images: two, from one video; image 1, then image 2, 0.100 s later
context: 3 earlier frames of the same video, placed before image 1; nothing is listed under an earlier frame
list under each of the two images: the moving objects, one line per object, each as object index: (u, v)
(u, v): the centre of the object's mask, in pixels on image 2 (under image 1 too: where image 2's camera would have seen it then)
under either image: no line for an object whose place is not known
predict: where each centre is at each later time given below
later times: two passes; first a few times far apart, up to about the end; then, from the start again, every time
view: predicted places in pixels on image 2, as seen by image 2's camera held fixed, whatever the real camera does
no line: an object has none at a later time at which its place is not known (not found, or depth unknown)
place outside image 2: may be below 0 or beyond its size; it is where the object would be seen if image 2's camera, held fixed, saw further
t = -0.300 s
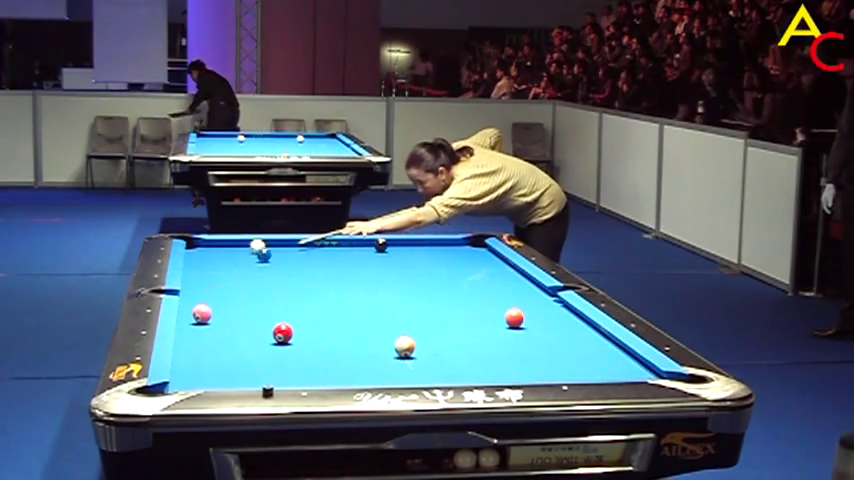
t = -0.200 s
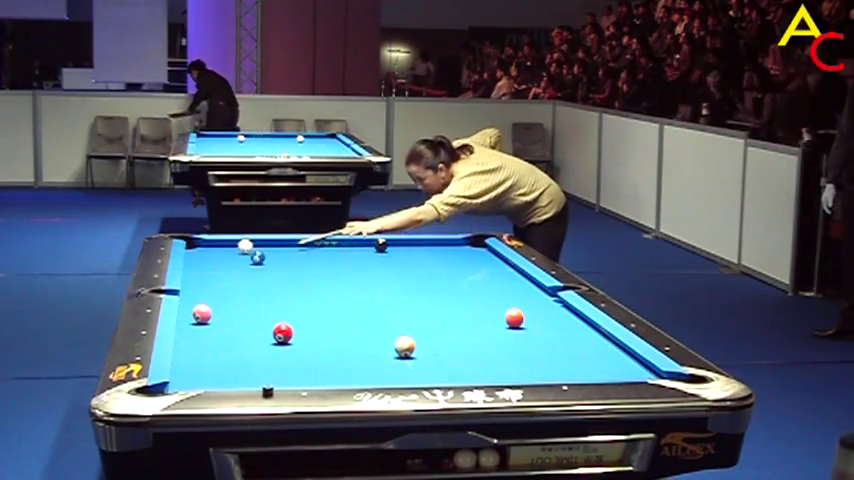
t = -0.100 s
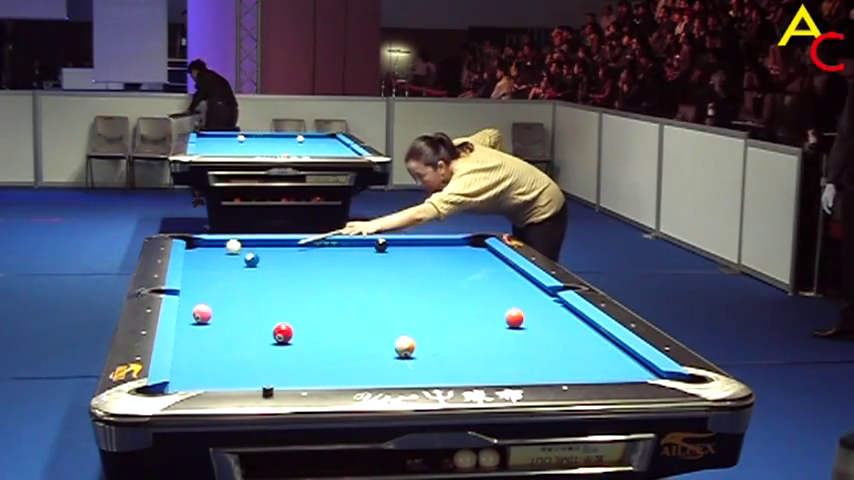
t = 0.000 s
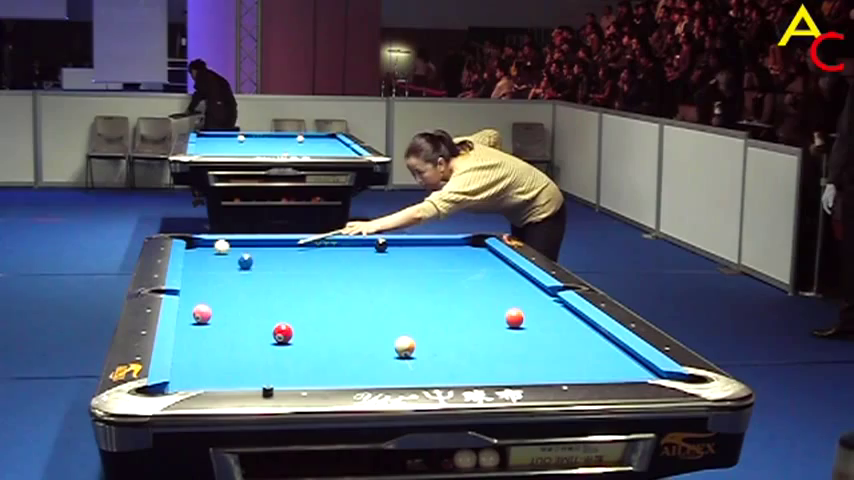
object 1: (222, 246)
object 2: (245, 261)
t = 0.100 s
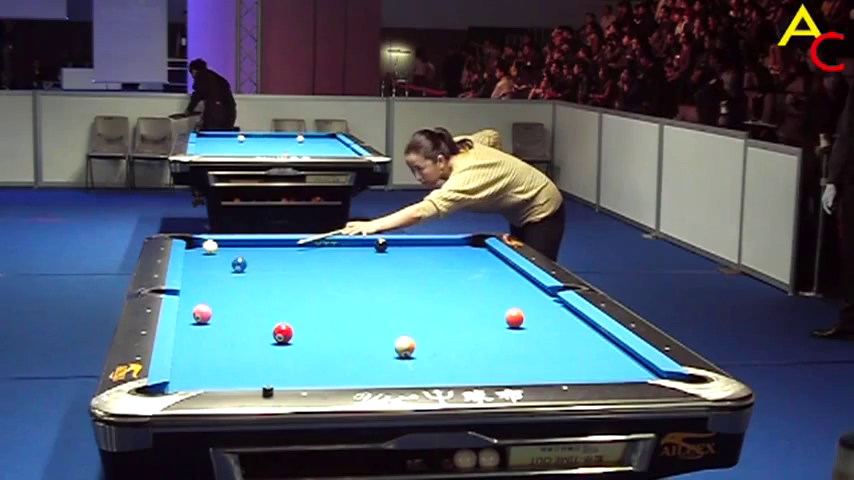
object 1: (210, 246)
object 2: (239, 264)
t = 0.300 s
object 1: (194, 246)
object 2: (226, 268)
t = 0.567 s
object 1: (211, 246)
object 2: (209, 275)
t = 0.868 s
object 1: (228, 245)
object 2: (189, 283)
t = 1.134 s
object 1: (242, 244)
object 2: (197, 289)
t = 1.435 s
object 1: (256, 243)
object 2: (207, 294)
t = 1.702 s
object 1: (267, 243)
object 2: (216, 298)
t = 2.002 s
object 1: (279, 242)
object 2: (225, 304)
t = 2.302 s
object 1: (288, 241)
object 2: (234, 309)
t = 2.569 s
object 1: (295, 241)
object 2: (241, 313)
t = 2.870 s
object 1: (302, 241)
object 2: (249, 317)
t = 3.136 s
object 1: (306, 241)
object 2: (255, 321)
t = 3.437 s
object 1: (308, 241)
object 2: (261, 325)
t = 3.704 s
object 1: (309, 241)
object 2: (265, 328)
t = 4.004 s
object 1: (310, 241)
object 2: (268, 330)
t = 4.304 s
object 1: (310, 241)
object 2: (267, 332)
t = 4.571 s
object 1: (310, 241)
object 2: (267, 331)
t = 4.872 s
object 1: (310, 241)
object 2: (266, 331)
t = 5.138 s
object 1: (310, 241)
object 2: (267, 331)
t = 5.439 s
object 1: (310, 241)
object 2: (267, 332)
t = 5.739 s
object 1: (310, 241)
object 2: (267, 332)
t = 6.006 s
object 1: (310, 241)
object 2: (267, 331)
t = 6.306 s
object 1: (310, 241)
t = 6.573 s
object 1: (310, 241)
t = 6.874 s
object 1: (310, 241)
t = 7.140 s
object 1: (310, 241)
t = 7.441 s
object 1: (309, 241)
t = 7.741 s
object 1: (309, 241)
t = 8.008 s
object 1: (309, 241)
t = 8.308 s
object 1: (310, 241)
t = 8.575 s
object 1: (309, 241)
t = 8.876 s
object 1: (310, 241)
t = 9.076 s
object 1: (310, 241)
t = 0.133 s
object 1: (206, 246)
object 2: (237, 265)
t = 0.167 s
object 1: (202, 247)
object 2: (234, 265)
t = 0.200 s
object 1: (198, 247)
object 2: (233, 266)
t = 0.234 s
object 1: (194, 247)
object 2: (230, 267)
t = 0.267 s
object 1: (192, 247)
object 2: (228, 268)
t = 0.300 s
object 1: (194, 246)
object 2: (226, 268)
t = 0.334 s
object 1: (196, 247)
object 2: (224, 270)
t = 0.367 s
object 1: (198, 247)
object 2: (222, 270)
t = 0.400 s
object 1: (200, 246)
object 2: (220, 271)
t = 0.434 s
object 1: (202, 246)
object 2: (218, 272)
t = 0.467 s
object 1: (204, 246)
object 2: (215, 273)
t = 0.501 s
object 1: (207, 246)
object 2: (213, 274)
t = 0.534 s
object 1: (209, 246)
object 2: (211, 275)
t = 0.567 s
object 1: (211, 246)
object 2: (209, 275)
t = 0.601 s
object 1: (213, 246)
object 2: (207, 276)
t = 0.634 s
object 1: (215, 246)
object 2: (205, 277)
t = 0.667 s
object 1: (217, 246)
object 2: (202, 278)
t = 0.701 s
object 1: (219, 246)
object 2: (200, 279)
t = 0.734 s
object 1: (221, 245)
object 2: (198, 280)
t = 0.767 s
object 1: (223, 245)
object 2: (196, 280)
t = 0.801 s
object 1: (224, 245)
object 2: (193, 282)
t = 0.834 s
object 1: (226, 245)
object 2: (191, 282)
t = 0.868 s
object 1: (228, 245)
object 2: (189, 283)
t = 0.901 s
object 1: (230, 245)
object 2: (189, 284)
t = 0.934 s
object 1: (232, 245)
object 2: (191, 284)
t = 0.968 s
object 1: (233, 245)
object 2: (191, 285)
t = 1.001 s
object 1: (235, 245)
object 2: (192, 285)
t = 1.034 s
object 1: (237, 245)
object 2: (193, 287)
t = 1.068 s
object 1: (239, 245)
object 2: (194, 287)
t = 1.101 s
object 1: (240, 244)
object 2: (196, 288)
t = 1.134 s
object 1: (242, 244)
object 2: (197, 289)
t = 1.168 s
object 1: (244, 244)
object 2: (198, 289)
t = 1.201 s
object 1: (245, 244)
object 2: (199, 290)
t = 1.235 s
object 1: (247, 244)
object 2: (200, 290)
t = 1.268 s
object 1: (248, 244)
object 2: (202, 291)
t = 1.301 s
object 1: (250, 244)
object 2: (203, 291)
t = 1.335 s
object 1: (252, 244)
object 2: (204, 292)
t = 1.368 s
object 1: (253, 244)
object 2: (205, 293)
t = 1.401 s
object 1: (255, 244)
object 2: (206, 293)
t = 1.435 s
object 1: (256, 243)
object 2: (207, 294)
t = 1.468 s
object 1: (258, 243)
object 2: (208, 295)
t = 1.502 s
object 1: (259, 243)
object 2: (210, 295)
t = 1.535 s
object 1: (260, 243)
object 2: (211, 295)
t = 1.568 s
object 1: (262, 243)
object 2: (212, 296)
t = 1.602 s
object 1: (263, 243)
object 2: (213, 297)
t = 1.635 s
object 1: (265, 243)
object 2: (214, 297)
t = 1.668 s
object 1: (266, 243)
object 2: (215, 298)
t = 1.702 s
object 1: (267, 243)
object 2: (216, 298)
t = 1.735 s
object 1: (269, 243)
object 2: (217, 299)
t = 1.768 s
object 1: (270, 243)
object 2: (218, 300)
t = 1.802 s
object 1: (271, 243)
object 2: (219, 301)
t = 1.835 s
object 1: (273, 242)
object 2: (220, 301)
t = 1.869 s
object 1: (274, 242)
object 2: (221, 302)
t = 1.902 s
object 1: (275, 242)
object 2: (222, 302)
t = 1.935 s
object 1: (276, 242)
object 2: (223, 302)
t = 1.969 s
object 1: (278, 242)
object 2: (224, 304)
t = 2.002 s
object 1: (279, 242)
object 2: (225, 304)
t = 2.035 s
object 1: (280, 242)
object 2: (226, 304)
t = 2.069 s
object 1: (281, 242)
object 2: (227, 305)
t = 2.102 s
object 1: (282, 242)
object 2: (228, 305)
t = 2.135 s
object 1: (283, 242)
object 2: (229, 306)
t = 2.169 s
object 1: (284, 242)
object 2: (230, 306)
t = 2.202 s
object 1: (285, 242)
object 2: (231, 307)
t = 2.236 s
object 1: (286, 242)
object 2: (232, 307)
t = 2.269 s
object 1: (287, 242)
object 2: (233, 308)
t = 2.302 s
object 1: (288, 241)
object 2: (234, 309)
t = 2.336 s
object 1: (289, 241)
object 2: (235, 309)
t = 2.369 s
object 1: (290, 241)
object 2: (236, 310)
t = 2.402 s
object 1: (291, 242)
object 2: (237, 310)
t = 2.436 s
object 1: (292, 241)
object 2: (238, 311)
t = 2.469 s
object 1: (293, 241)
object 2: (239, 311)
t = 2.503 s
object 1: (294, 241)
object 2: (239, 312)
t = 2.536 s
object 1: (295, 241)
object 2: (241, 312)
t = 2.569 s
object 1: (295, 241)
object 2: (241, 313)
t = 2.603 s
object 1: (296, 241)
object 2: (242, 313)
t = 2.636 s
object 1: (297, 241)
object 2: (243, 314)
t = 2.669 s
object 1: (298, 241)
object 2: (244, 314)
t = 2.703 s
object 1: (299, 241)
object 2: (245, 315)
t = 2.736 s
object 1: (299, 241)
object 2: (245, 316)
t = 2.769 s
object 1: (300, 241)
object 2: (246, 316)
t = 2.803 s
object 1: (301, 241)
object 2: (247, 317)
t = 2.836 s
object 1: (301, 241)
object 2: (248, 316)
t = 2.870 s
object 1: (302, 241)
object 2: (249, 317)
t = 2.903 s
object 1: (303, 241)
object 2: (250, 318)
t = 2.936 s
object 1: (303, 241)
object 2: (250, 319)
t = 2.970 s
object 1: (304, 241)
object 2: (251, 319)
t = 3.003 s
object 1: (304, 241)
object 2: (252, 319)
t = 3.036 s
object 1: (305, 241)
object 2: (252, 320)
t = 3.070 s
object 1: (305, 241)
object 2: (253, 320)
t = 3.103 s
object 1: (306, 241)
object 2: (254, 321)
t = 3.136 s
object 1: (306, 241)
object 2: (255, 321)
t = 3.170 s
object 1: (306, 241)
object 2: (255, 322)
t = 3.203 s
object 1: (307, 241)
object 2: (256, 322)
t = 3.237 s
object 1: (307, 241)
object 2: (257, 322)
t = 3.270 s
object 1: (307, 241)
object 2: (258, 322)
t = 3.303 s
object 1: (307, 241)
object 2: (258, 323)
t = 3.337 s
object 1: (308, 241)
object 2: (259, 324)
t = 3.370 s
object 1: (308, 241)
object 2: (259, 324)
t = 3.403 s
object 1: (308, 241)
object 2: (260, 325)
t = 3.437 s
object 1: (308, 241)
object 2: (261, 325)
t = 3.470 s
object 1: (308, 241)
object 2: (261, 325)
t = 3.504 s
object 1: (309, 241)
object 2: (262, 326)
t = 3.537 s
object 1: (309, 241)
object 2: (263, 326)
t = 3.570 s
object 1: (309, 241)
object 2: (263, 327)
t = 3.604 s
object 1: (309, 241)
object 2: (264, 327)
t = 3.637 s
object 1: (309, 241)
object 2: (264, 327)
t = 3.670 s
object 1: (309, 241)
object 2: (265, 328)
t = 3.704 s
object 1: (309, 241)
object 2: (265, 328)
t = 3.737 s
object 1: (310, 241)
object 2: (266, 328)
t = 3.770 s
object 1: (310, 241)
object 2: (266, 328)
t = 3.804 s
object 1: (310, 241)
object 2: (266, 328)
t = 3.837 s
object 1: (310, 241)
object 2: (267, 330)
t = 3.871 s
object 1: (310, 241)
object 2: (267, 329)
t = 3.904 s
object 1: (310, 241)
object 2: (268, 330)
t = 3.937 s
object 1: (310, 241)
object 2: (268, 330)
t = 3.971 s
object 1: (310, 241)
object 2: (267, 330)
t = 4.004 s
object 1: (310, 241)
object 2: (268, 330)
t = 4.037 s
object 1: (310, 241)
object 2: (267, 331)
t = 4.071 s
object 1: (310, 241)
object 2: (268, 331)
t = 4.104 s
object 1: (310, 241)
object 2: (268, 331)
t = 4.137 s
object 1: (310, 241)
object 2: (268, 331)
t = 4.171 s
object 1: (310, 241)
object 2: (268, 331)
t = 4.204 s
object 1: (310, 241)
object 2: (268, 331)
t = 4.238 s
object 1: (310, 241)
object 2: (268, 332)
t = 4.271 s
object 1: (310, 241)
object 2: (267, 331)
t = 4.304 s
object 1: (310, 241)
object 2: (267, 332)
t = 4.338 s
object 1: (310, 241)
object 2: (267, 331)
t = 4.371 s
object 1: (310, 241)
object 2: (267, 331)
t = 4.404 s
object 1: (310, 241)
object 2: (267, 331)
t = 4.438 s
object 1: (310, 241)
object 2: (267, 332)
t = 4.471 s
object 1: (310, 241)
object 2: (267, 331)
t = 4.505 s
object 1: (310, 241)
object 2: (267, 331)
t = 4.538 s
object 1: (310, 241)
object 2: (267, 332)
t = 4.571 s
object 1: (310, 241)
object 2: (267, 331)
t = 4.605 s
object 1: (310, 241)
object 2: (267, 331)
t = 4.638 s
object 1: (310, 241)
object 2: (267, 331)
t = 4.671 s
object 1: (310, 241)
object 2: (267, 331)
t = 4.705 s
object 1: (310, 241)
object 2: (267, 331)
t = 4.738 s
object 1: (310, 241)
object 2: (267, 331)
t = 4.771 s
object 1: (310, 241)
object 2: (267, 331)
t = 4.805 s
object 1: (310, 241)
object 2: (267, 331)
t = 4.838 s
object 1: (310, 241)
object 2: (267, 331)
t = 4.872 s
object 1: (310, 241)
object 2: (266, 331)
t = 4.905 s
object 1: (310, 241)
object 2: (267, 331)
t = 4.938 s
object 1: (310, 241)
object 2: (266, 331)
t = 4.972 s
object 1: (310, 241)
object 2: (266, 331)
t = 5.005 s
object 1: (310, 241)
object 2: (267, 331)
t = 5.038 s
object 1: (310, 241)
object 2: (267, 331)
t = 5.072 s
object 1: (310, 241)
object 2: (267, 331)
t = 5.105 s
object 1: (310, 241)
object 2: (267, 331)
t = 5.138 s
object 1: (310, 241)
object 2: (267, 331)
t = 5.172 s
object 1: (310, 241)
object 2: (267, 331)
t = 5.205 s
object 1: (310, 241)
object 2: (267, 332)
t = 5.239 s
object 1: (310, 241)
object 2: (267, 331)
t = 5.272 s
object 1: (310, 241)
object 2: (267, 332)
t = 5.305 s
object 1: (310, 241)
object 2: (267, 331)
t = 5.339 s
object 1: (310, 241)
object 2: (267, 331)
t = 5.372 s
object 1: (310, 241)
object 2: (267, 332)
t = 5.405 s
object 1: (310, 241)
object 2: (267, 331)
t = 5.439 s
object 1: (310, 241)
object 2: (267, 332)
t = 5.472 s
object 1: (310, 241)
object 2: (267, 331)
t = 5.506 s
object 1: (310, 241)
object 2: (267, 331)
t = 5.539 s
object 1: (310, 241)
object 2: (267, 331)
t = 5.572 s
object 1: (310, 241)
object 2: (267, 331)
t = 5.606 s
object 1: (310, 241)
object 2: (267, 331)
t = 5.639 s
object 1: (310, 241)
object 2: (267, 331)
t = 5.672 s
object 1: (310, 241)
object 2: (267, 331)
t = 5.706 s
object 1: (310, 241)
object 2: (267, 332)
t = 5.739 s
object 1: (310, 241)
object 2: (267, 332)
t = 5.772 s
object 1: (310, 241)
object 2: (267, 331)
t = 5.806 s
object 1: (310, 241)
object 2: (267, 331)
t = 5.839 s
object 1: (310, 241)
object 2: (267, 331)
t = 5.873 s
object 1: (310, 241)
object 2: (267, 331)
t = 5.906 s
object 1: (310, 241)
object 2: (267, 331)
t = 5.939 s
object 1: (310, 241)
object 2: (267, 331)
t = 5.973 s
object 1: (310, 241)
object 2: (267, 331)
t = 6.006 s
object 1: (310, 241)
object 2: (267, 331)
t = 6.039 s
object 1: (310, 241)
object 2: (267, 331)
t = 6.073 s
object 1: (310, 241)
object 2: (267, 331)
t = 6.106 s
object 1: (310, 241)
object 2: (267, 332)
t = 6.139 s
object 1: (310, 241)
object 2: (267, 331)
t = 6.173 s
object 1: (310, 241)
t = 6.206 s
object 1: (310, 241)
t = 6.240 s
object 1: (310, 241)
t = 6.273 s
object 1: (310, 241)
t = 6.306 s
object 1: (310, 241)
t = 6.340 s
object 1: (310, 241)
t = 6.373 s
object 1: (310, 241)
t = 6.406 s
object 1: (310, 241)
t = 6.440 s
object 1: (310, 241)
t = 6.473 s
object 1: (310, 241)
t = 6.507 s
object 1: (310, 241)
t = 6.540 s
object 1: (310, 241)
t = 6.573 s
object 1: (310, 241)
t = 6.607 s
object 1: (310, 241)
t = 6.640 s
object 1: (310, 241)
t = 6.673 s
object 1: (310, 241)
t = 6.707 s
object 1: (310, 241)
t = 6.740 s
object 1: (310, 241)
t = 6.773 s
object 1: (310, 241)
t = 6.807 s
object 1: (310, 241)
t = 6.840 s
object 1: (310, 241)
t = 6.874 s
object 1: (310, 241)
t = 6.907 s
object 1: (310, 241)
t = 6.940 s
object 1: (309, 241)
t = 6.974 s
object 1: (310, 241)
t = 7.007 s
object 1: (310, 241)
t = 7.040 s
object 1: (310, 241)
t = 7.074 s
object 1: (310, 241)
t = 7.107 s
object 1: (310, 241)
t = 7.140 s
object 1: (310, 241)
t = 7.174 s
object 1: (310, 241)
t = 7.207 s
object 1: (310, 241)
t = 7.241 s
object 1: (310, 241)
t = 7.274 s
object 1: (310, 241)
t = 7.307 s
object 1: (310, 241)
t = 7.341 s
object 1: (310, 241)
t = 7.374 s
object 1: (309, 241)
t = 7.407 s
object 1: (310, 241)
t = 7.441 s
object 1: (309, 241)
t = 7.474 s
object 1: (309, 241)
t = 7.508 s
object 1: (309, 241)
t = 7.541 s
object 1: (309, 241)
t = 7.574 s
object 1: (309, 241)
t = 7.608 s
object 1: (309, 241)
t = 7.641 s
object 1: (309, 241)
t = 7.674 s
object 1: (309, 241)
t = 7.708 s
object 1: (309, 241)
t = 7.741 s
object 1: (309, 241)
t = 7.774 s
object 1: (309, 241)
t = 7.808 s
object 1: (309, 241)
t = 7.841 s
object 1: (309, 241)
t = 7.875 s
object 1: (309, 241)
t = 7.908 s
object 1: (309, 241)
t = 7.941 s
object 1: (309, 241)
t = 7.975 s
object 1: (309, 241)
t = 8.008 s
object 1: (309, 241)
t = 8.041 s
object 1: (309, 241)
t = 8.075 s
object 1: (309, 241)
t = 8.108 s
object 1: (309, 241)
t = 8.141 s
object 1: (309, 241)
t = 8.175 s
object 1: (310, 241)
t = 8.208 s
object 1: (310, 241)
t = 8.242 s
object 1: (310, 241)
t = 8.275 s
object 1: (310, 241)
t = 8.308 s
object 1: (310, 241)
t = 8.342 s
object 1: (310, 241)
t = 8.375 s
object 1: (309, 241)
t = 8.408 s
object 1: (309, 241)
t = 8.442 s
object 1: (310, 241)
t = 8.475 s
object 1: (309, 241)
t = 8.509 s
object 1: (310, 241)
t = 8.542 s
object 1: (310, 241)
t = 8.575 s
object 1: (309, 241)
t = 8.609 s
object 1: (309, 241)
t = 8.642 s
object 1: (309, 241)
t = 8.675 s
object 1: (309, 241)
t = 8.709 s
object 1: (309, 241)
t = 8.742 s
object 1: (309, 241)
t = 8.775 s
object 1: (309, 241)
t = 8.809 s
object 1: (309, 241)
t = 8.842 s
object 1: (310, 241)
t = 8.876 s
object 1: (310, 241)
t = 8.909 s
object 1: (310, 241)
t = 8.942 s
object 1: (309, 241)
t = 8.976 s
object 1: (309, 241)
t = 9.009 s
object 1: (309, 241)
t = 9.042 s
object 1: (310, 241)
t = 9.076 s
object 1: (310, 241)
